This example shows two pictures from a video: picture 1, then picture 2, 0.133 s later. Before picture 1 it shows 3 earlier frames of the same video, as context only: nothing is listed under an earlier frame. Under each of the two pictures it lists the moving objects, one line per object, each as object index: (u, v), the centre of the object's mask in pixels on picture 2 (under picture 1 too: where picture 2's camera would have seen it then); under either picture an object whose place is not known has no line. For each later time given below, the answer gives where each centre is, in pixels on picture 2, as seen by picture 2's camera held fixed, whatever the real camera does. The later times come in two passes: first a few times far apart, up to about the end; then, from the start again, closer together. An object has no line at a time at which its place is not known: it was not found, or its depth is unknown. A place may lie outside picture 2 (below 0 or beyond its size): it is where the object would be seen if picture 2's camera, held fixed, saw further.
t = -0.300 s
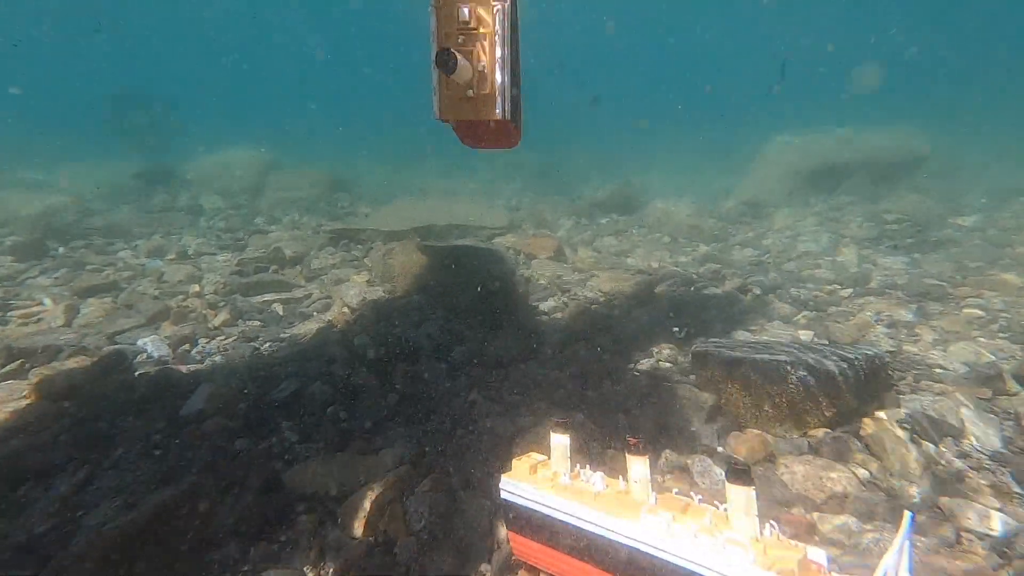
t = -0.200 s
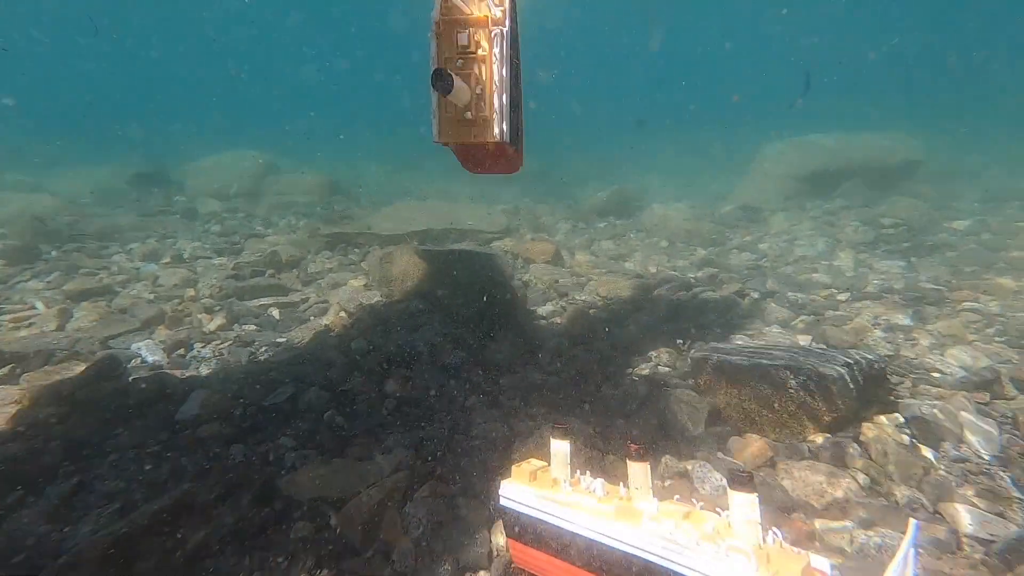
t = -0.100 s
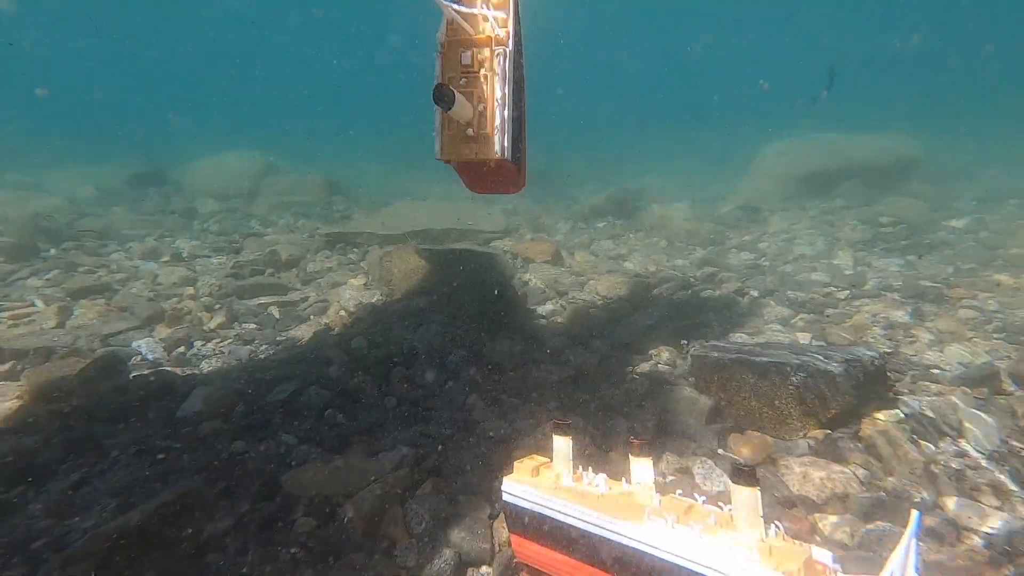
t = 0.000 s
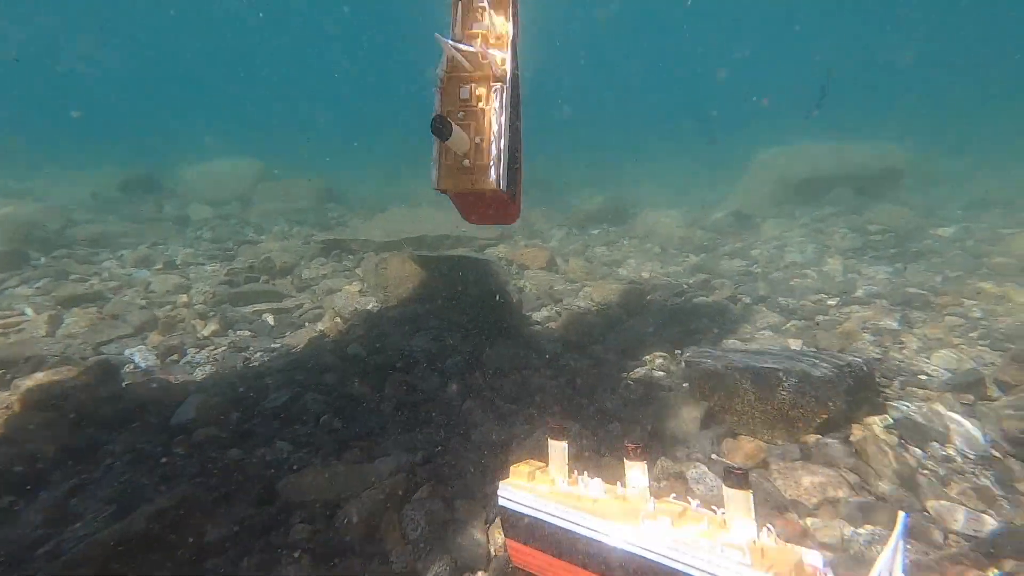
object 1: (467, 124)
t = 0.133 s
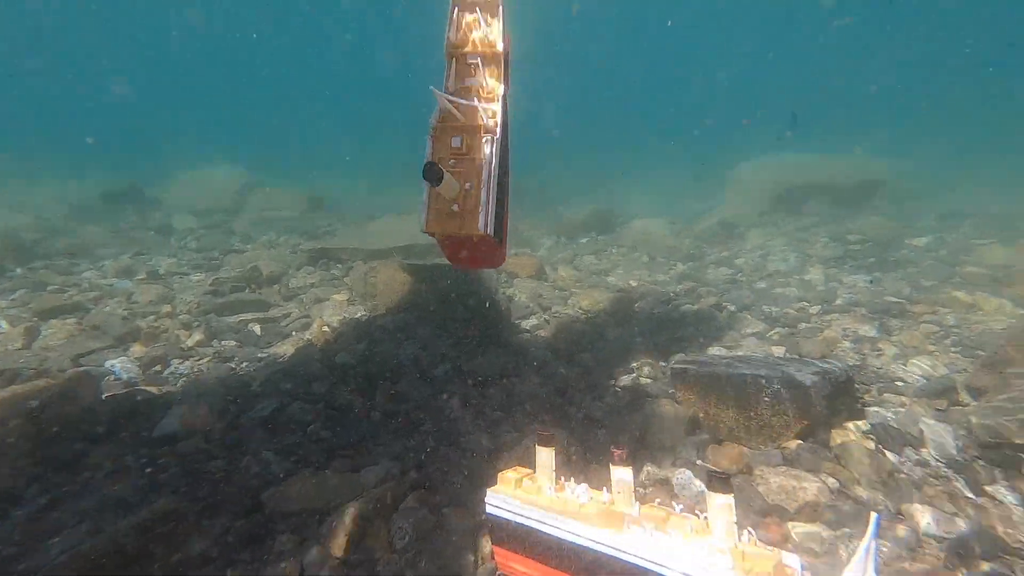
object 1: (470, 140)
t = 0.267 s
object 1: (473, 171)
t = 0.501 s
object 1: (472, 254)
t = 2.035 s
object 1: (457, 414)
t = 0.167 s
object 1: (471, 145)
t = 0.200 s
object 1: (472, 151)
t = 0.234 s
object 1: (472, 160)
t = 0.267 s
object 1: (473, 171)
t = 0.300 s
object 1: (473, 181)
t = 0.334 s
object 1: (473, 195)
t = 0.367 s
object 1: (473, 205)
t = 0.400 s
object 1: (473, 218)
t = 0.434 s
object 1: (472, 229)
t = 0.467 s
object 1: (472, 242)
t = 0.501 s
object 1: (472, 254)
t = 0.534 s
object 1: (471, 266)
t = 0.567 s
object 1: (470, 279)
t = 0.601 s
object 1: (470, 291)
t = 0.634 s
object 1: (469, 305)
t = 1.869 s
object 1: (458, 416)
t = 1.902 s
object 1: (458, 415)
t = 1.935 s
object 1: (457, 415)
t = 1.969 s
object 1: (457, 415)
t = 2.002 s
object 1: (457, 414)
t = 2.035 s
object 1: (457, 414)
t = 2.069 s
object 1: (456, 415)
